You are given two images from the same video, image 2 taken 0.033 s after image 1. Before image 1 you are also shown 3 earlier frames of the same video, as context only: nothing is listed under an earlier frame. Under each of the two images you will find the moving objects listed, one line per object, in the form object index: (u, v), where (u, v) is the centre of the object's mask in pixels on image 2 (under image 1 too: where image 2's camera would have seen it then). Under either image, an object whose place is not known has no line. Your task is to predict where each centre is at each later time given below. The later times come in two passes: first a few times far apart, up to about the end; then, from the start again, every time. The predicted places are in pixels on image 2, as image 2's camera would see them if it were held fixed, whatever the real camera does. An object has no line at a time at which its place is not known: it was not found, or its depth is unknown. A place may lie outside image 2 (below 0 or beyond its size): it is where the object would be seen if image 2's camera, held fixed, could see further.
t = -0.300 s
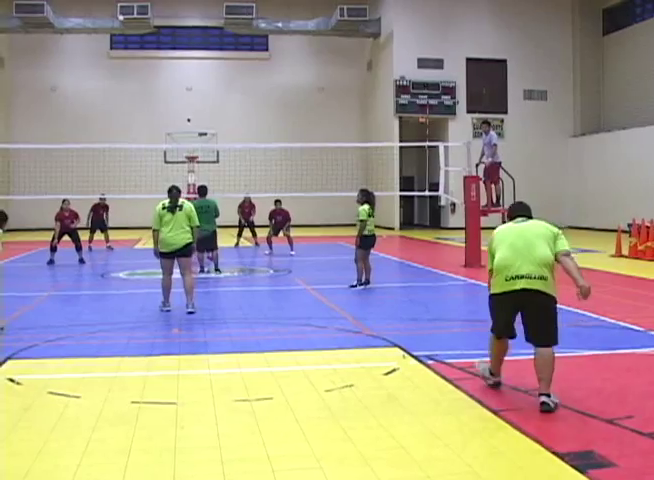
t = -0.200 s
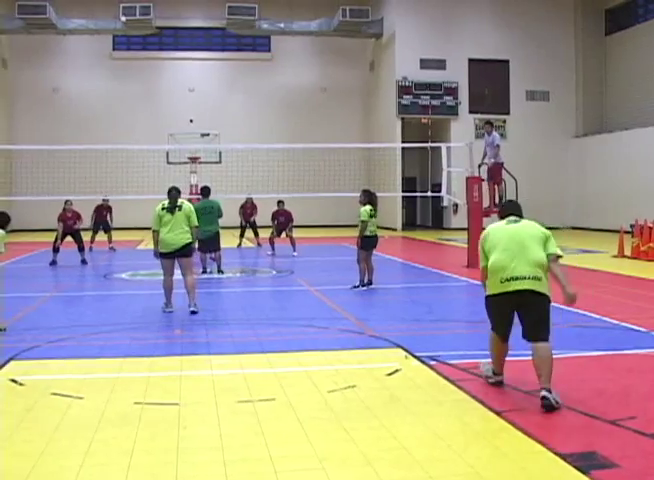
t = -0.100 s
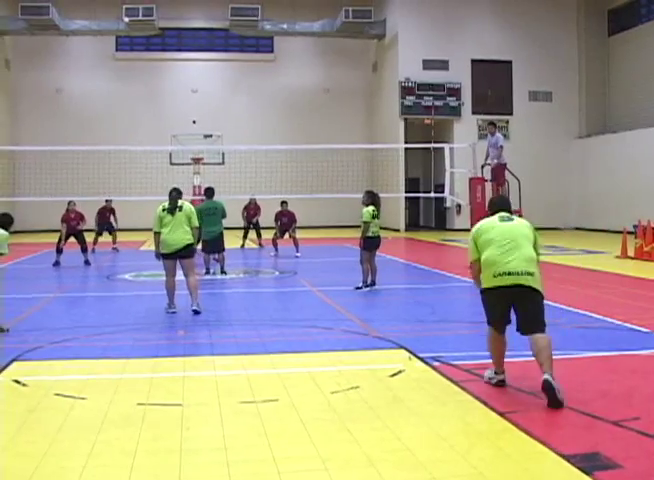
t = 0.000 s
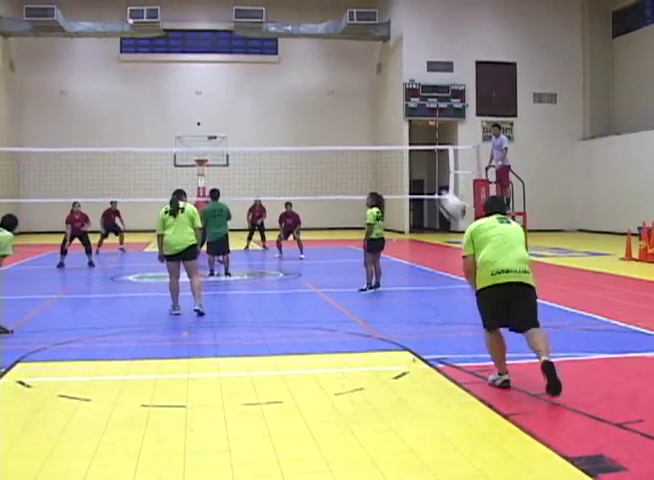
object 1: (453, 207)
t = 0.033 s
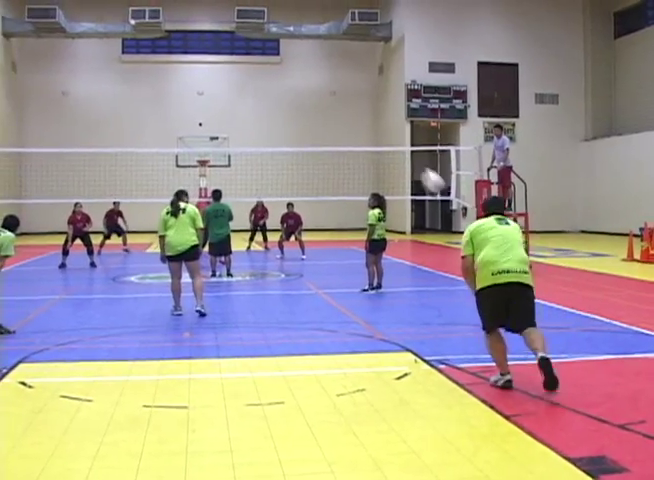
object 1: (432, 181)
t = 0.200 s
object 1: (358, 103)
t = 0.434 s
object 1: (295, 66)
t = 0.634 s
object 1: (262, 68)
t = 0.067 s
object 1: (415, 161)
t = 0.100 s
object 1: (398, 143)
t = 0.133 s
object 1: (384, 126)
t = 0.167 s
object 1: (370, 114)
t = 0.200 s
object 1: (358, 103)
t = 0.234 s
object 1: (346, 94)
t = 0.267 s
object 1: (336, 87)
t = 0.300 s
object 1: (326, 80)
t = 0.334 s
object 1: (318, 76)
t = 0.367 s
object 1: (310, 71)
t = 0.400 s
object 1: (302, 68)
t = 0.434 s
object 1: (295, 66)
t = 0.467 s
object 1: (289, 65)
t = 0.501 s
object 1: (282, 64)
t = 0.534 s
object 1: (277, 64)
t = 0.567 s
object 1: (272, 65)
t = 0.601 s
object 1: (267, 66)
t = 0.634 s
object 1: (262, 68)
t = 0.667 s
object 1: (257, 70)
